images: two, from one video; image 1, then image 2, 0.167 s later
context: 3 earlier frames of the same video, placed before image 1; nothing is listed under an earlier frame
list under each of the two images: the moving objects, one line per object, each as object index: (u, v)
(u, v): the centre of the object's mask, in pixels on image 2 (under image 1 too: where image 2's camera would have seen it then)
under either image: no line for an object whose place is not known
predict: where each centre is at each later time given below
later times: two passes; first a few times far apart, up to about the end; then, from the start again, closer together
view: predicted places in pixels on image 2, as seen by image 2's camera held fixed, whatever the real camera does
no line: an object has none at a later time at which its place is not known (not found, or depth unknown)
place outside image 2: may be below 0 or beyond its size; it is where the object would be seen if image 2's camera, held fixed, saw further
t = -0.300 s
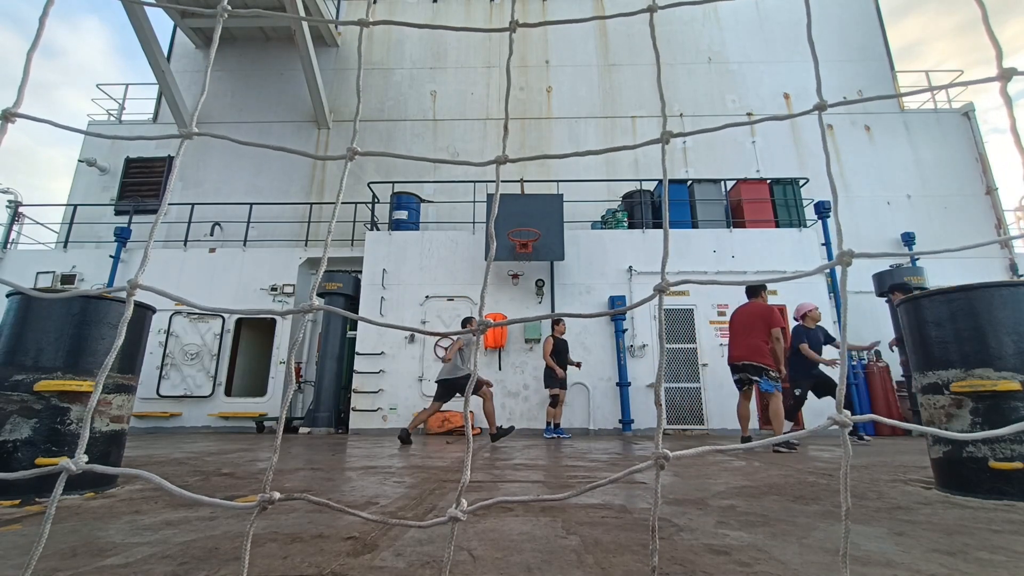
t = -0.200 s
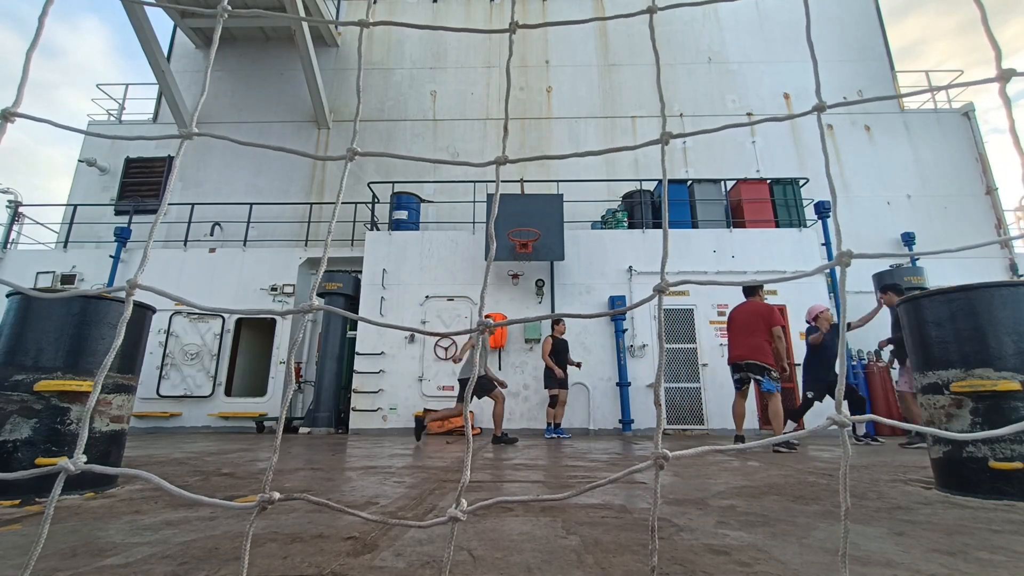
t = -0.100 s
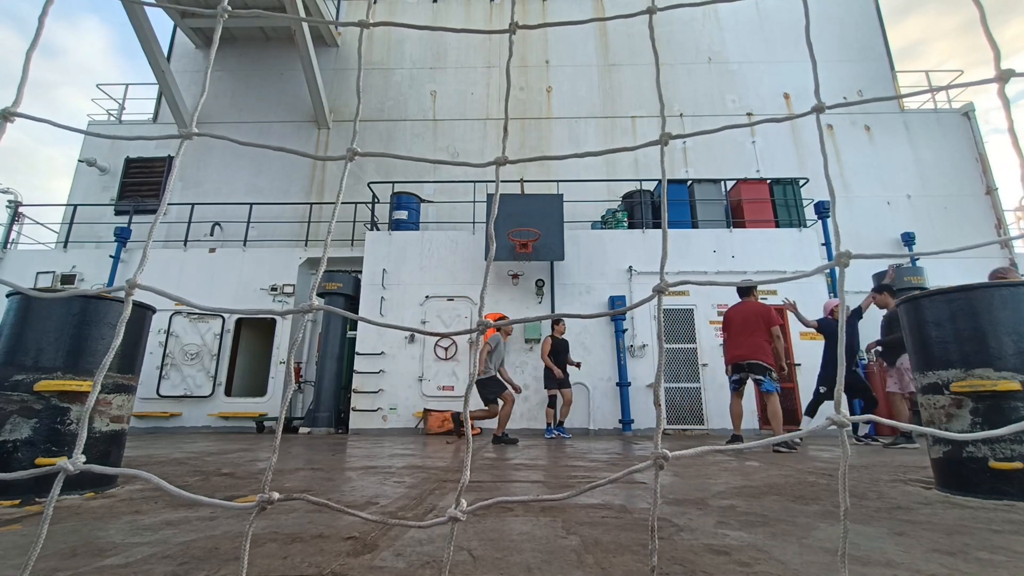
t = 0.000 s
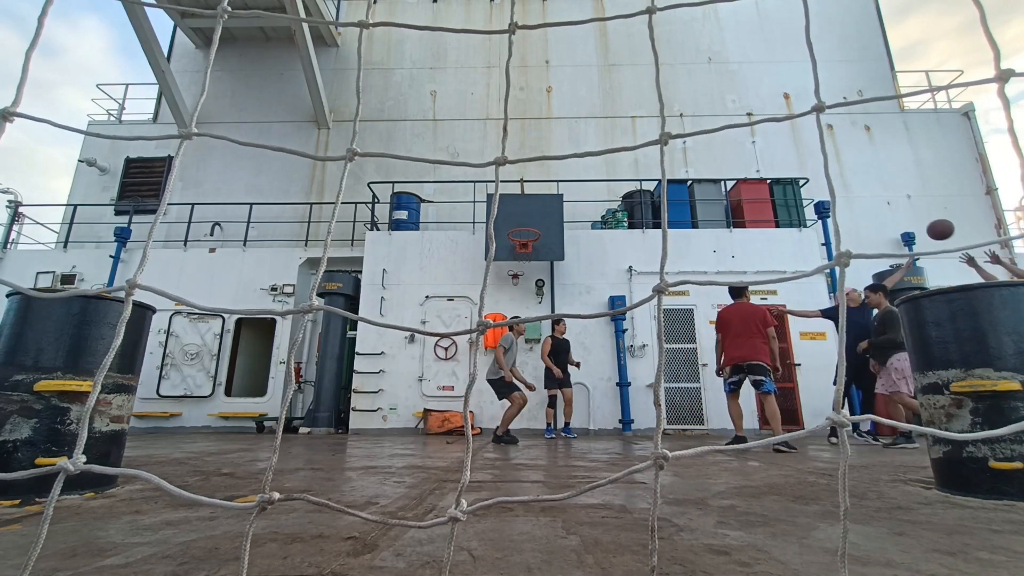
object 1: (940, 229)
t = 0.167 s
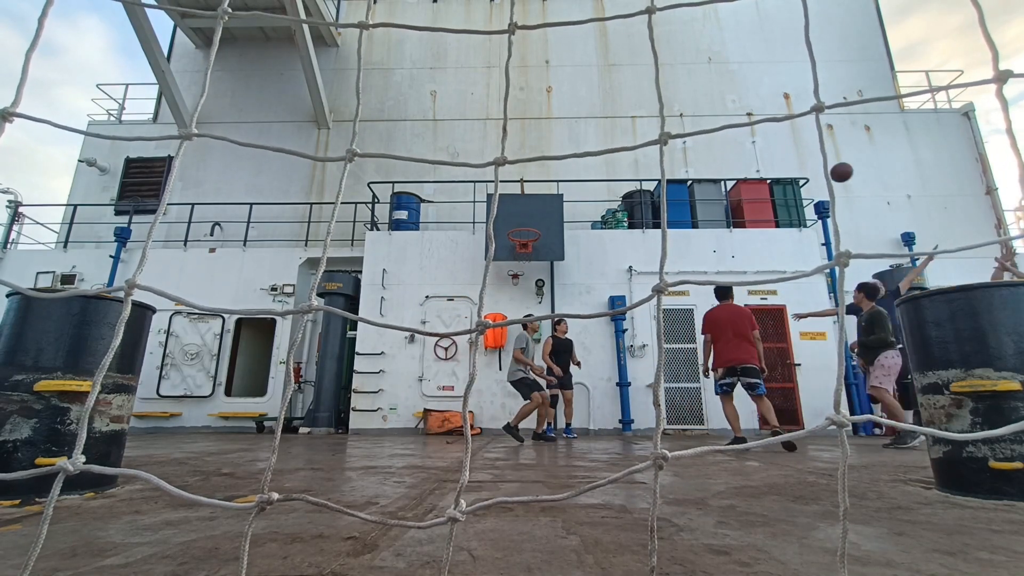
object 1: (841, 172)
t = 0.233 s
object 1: (807, 158)
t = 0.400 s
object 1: (733, 139)
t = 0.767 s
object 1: (603, 162)
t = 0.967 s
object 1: (542, 205)
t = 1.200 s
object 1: (553, 219)
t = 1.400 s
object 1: (612, 220)
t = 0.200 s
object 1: (822, 165)
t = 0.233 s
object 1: (807, 158)
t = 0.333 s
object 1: (761, 143)
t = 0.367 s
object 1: (747, 140)
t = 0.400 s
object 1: (733, 139)
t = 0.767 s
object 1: (603, 162)
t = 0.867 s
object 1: (572, 180)
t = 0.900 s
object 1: (562, 188)
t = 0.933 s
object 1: (552, 196)
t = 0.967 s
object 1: (542, 205)
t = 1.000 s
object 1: (532, 215)
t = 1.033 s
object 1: (522, 223)
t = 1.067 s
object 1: (515, 233)
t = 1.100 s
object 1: (522, 229)
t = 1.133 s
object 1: (534, 224)
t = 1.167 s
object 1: (543, 222)
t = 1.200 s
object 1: (553, 219)
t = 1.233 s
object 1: (563, 218)
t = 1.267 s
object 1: (572, 216)
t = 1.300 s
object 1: (582, 216)
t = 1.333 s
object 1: (592, 217)
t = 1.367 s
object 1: (602, 218)
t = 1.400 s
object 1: (612, 220)
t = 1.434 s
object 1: (624, 223)
